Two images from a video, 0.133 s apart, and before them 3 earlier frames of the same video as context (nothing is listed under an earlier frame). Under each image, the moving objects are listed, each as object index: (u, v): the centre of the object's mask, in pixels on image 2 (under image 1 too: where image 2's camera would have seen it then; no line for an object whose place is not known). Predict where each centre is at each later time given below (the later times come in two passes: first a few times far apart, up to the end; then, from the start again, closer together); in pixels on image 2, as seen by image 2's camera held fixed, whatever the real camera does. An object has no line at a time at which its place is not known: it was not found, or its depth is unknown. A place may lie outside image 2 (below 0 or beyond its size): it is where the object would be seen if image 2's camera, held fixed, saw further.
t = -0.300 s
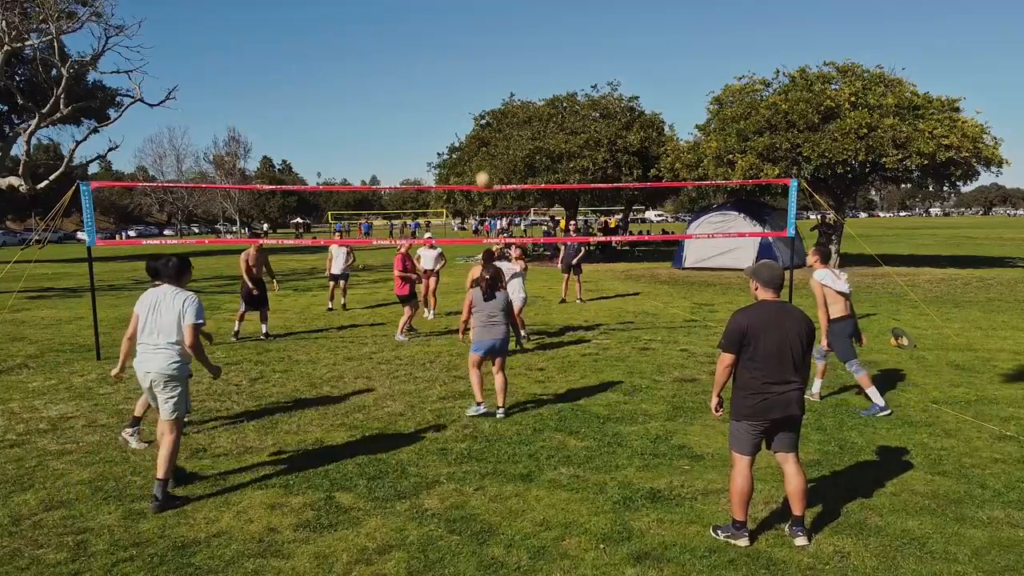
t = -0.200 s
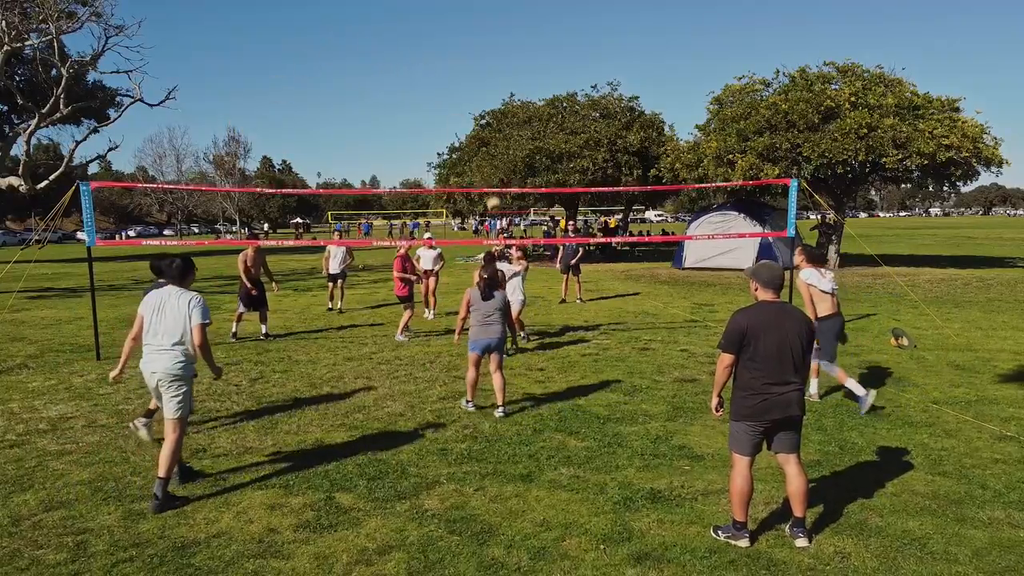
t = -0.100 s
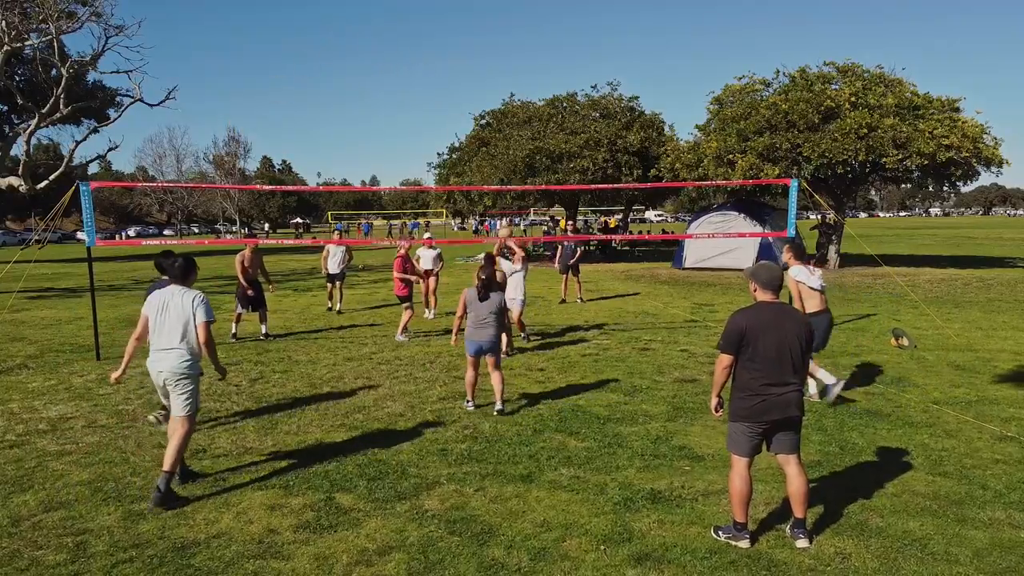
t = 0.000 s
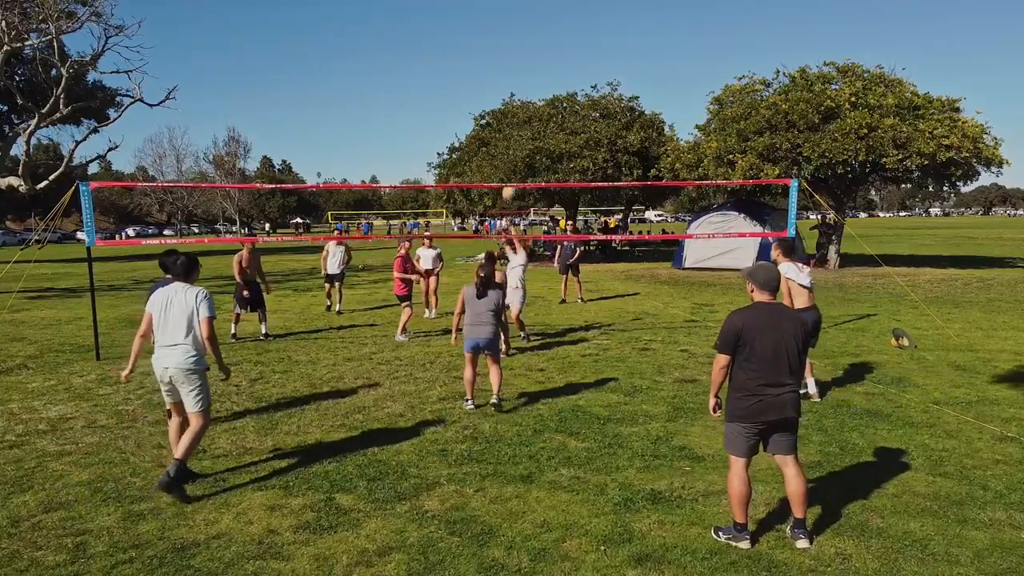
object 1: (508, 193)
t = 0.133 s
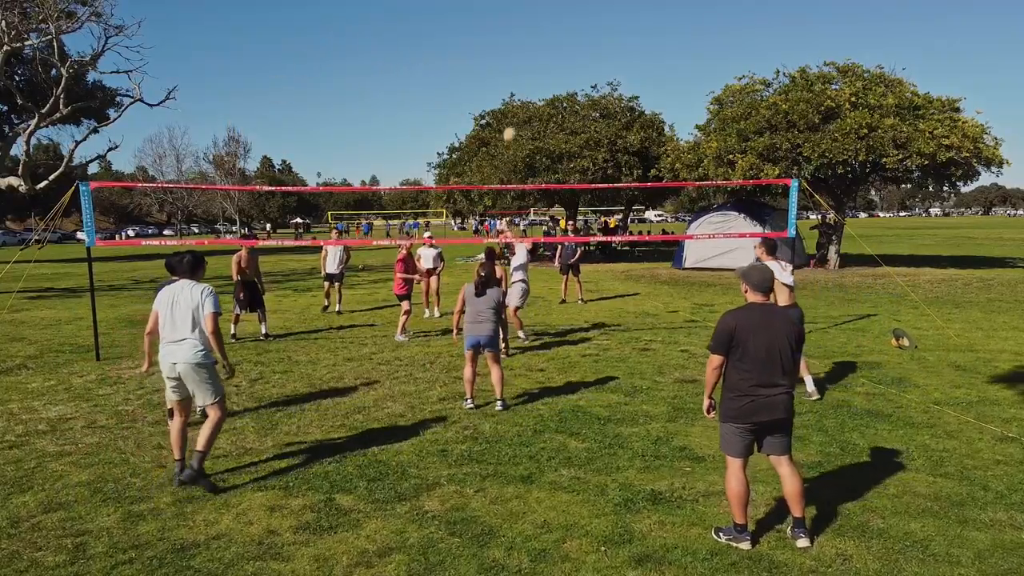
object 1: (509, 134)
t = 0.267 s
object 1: (512, 90)
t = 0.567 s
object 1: (516, 34)
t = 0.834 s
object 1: (520, 32)
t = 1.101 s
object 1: (525, 74)
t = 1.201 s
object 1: (527, 101)
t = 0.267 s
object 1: (512, 90)
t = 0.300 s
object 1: (512, 82)
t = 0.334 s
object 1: (513, 72)
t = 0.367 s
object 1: (513, 65)
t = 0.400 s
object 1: (513, 58)
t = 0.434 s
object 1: (514, 52)
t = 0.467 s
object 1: (514, 46)
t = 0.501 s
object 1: (515, 41)
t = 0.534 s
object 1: (515, 37)
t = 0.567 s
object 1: (516, 34)
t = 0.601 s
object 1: (516, 31)
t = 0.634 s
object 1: (517, 29)
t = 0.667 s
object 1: (517, 27)
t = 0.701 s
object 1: (518, 27)
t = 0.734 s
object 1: (518, 27)
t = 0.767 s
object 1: (519, 28)
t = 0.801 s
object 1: (519, 29)
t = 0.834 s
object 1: (520, 32)
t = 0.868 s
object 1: (521, 35)
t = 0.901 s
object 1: (521, 38)
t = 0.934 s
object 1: (522, 42)
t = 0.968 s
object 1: (522, 47)
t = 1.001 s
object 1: (523, 53)
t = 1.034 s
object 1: (524, 60)
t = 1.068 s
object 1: (524, 67)
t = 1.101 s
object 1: (525, 74)
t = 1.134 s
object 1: (525, 83)
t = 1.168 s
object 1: (527, 92)
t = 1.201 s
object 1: (527, 101)
